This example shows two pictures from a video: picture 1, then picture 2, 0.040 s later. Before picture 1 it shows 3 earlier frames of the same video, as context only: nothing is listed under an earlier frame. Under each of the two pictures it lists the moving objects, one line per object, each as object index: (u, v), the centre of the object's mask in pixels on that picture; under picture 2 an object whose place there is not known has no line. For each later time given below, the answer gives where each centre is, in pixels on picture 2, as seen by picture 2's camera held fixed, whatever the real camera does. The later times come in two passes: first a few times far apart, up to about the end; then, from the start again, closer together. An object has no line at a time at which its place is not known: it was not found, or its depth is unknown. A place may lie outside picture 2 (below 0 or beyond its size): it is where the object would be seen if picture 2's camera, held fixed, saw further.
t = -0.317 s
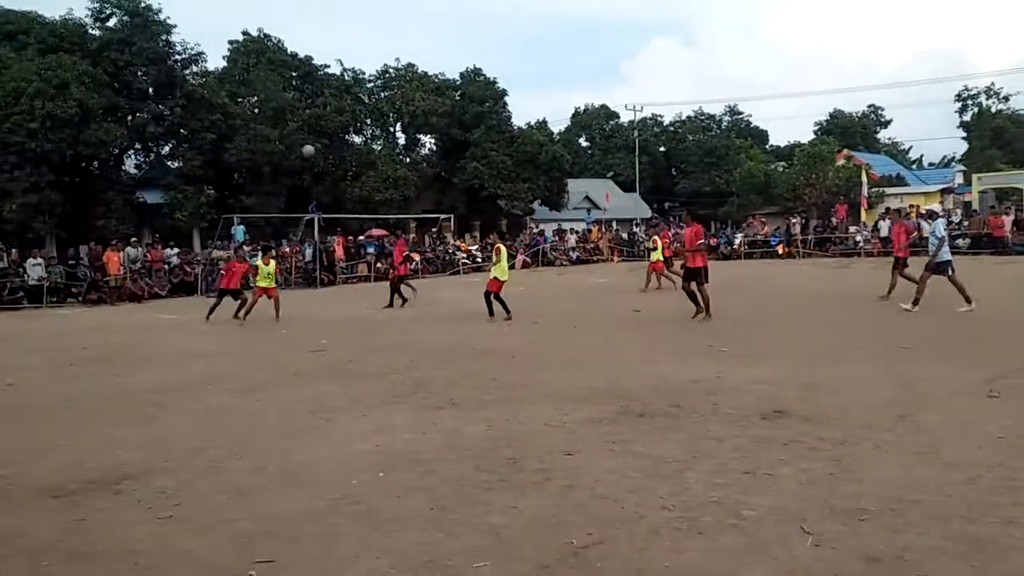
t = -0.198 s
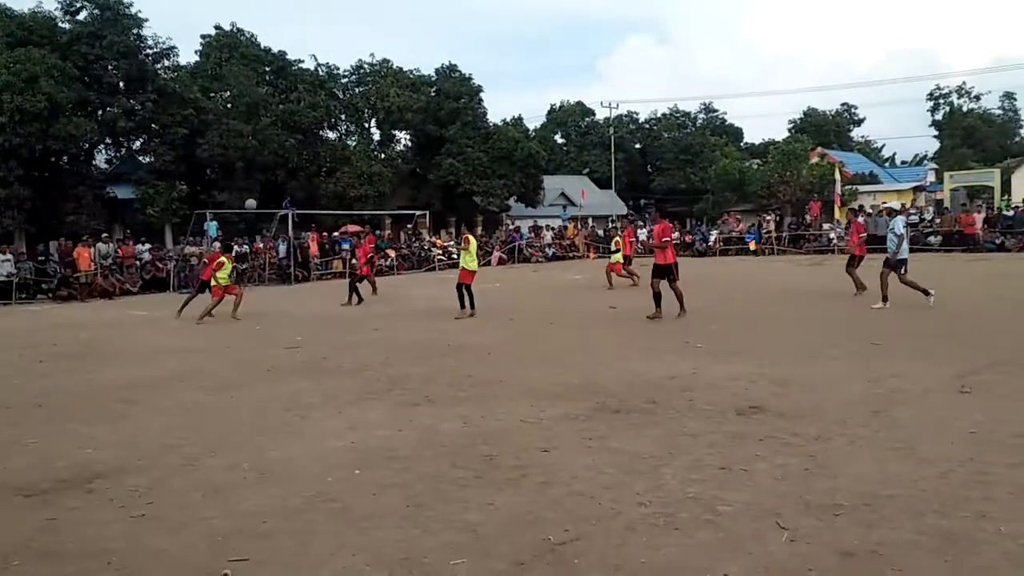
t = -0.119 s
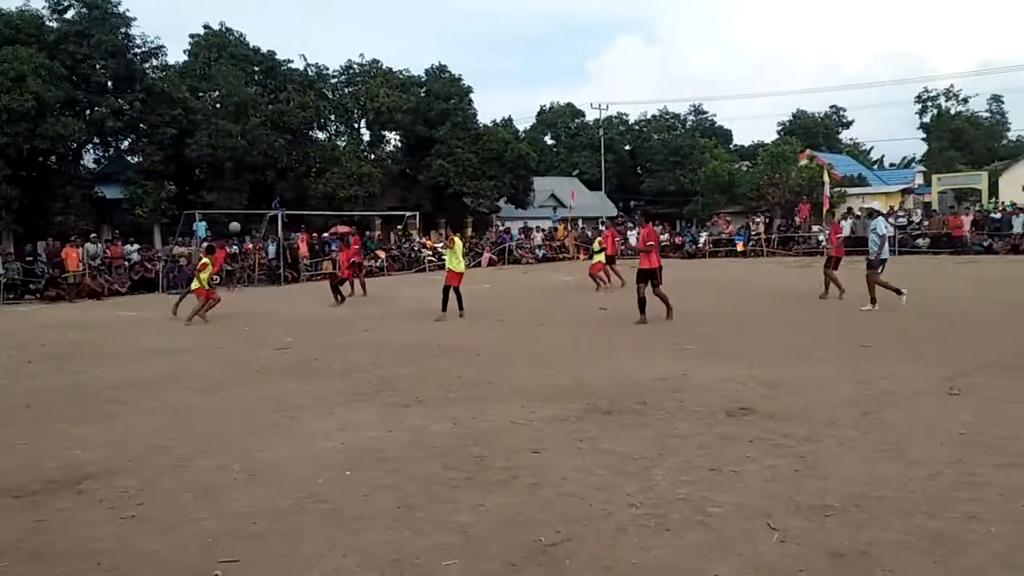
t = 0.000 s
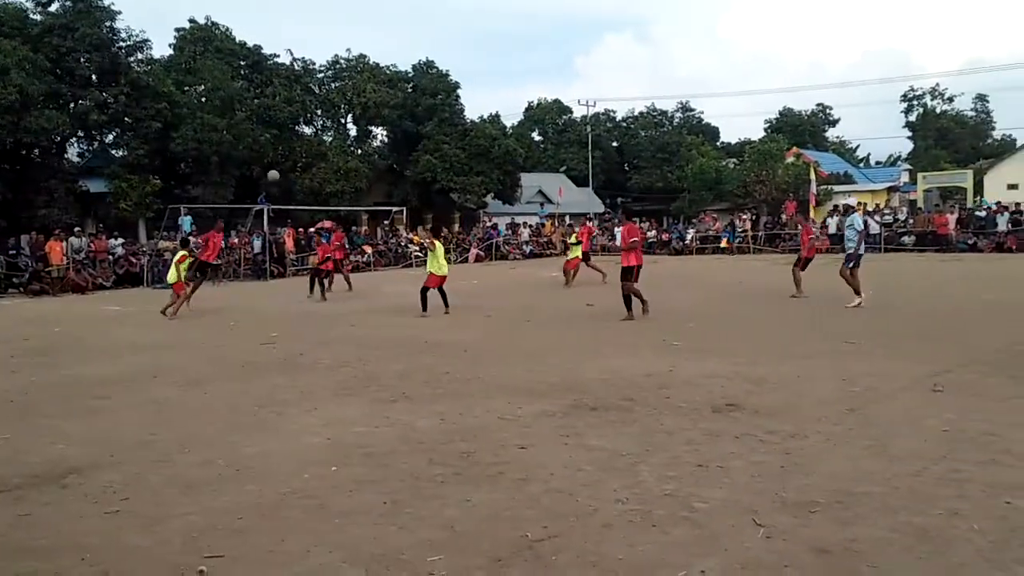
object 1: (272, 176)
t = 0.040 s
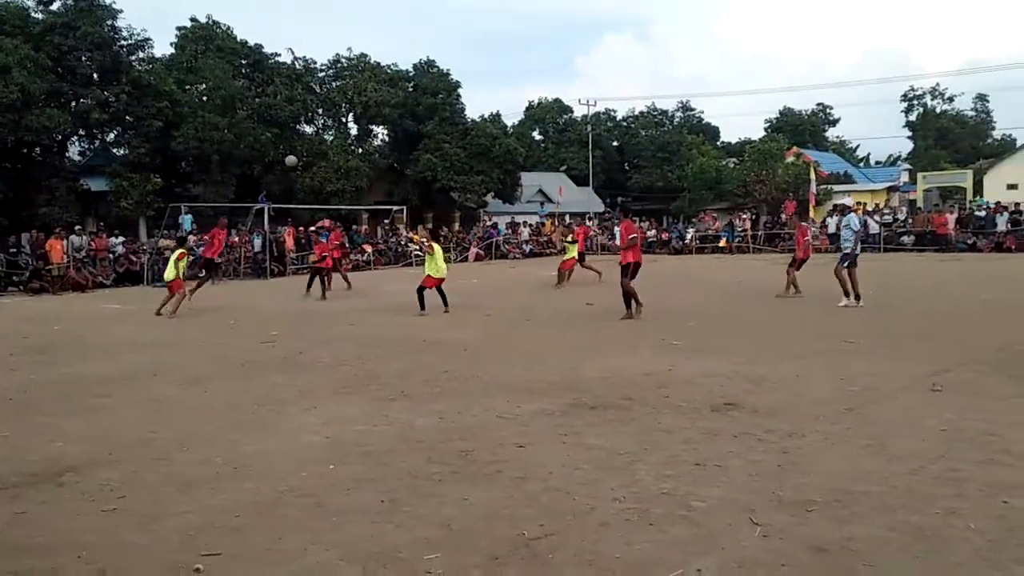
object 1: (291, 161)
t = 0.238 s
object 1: (376, 104)
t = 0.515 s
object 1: (495, 61)
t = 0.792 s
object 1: (614, 63)
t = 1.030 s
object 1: (711, 109)
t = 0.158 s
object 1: (342, 125)
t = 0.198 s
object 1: (359, 116)
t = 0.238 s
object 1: (376, 104)
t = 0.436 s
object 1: (461, 68)
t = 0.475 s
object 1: (478, 65)
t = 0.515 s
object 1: (495, 61)
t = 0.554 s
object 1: (512, 58)
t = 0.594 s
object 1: (529, 56)
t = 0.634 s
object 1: (546, 56)
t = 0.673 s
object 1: (563, 56)
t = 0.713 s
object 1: (580, 58)
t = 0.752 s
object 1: (597, 60)
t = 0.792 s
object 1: (614, 63)
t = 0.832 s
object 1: (630, 68)
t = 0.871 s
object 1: (647, 73)
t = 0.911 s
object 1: (663, 80)
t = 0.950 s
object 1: (679, 88)
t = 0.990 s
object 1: (695, 98)
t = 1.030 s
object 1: (711, 109)
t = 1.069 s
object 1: (728, 120)
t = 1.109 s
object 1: (744, 132)
